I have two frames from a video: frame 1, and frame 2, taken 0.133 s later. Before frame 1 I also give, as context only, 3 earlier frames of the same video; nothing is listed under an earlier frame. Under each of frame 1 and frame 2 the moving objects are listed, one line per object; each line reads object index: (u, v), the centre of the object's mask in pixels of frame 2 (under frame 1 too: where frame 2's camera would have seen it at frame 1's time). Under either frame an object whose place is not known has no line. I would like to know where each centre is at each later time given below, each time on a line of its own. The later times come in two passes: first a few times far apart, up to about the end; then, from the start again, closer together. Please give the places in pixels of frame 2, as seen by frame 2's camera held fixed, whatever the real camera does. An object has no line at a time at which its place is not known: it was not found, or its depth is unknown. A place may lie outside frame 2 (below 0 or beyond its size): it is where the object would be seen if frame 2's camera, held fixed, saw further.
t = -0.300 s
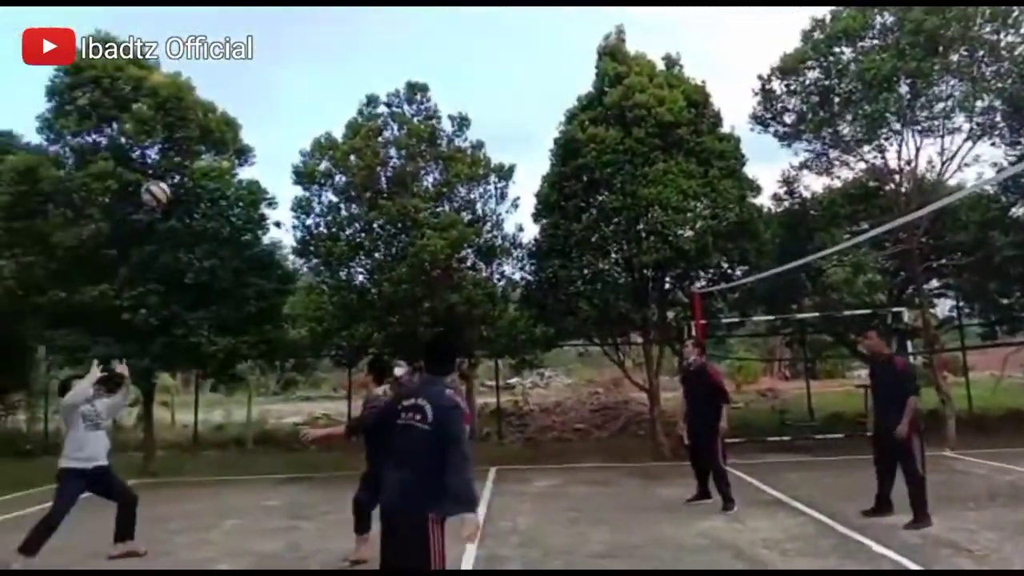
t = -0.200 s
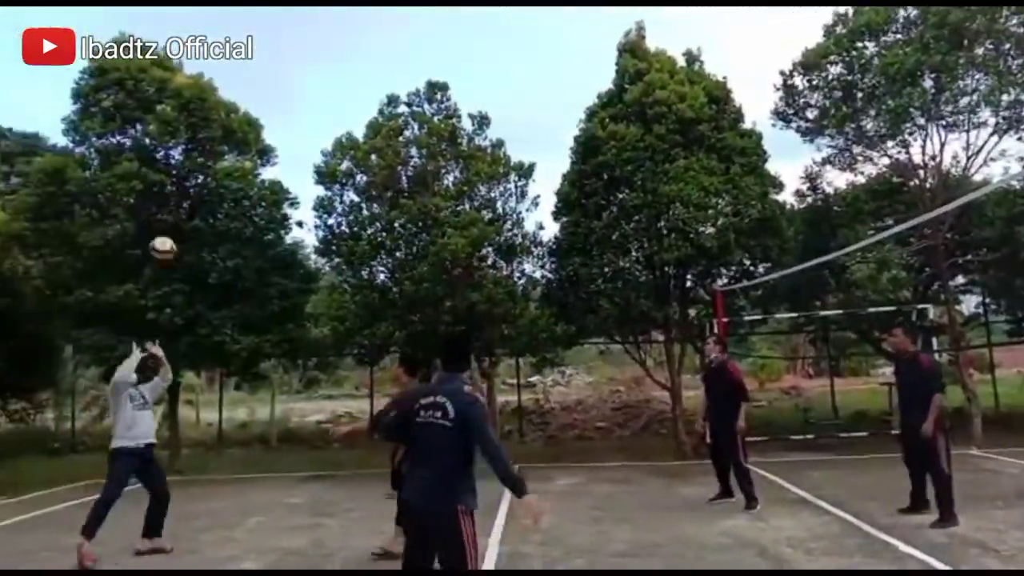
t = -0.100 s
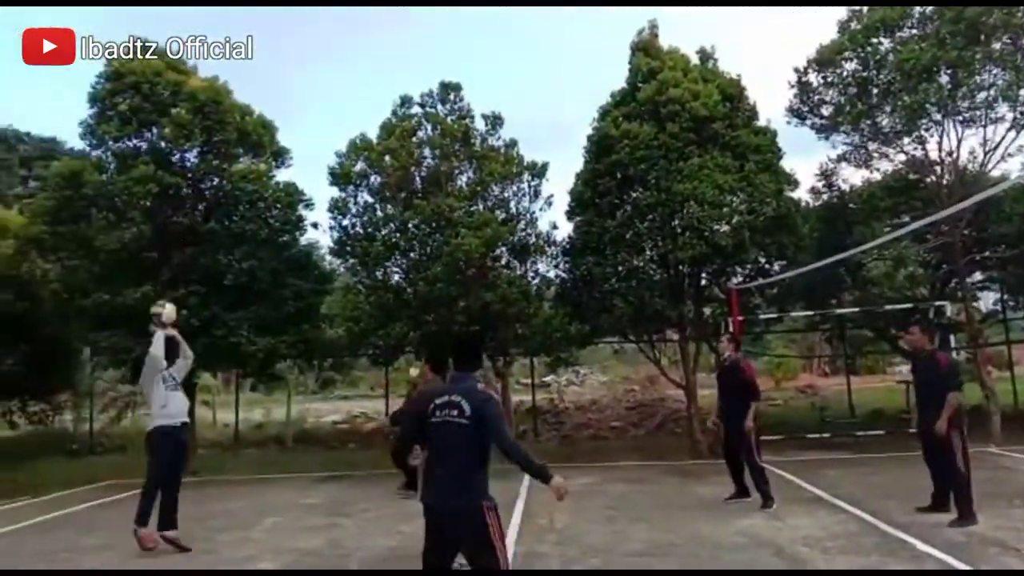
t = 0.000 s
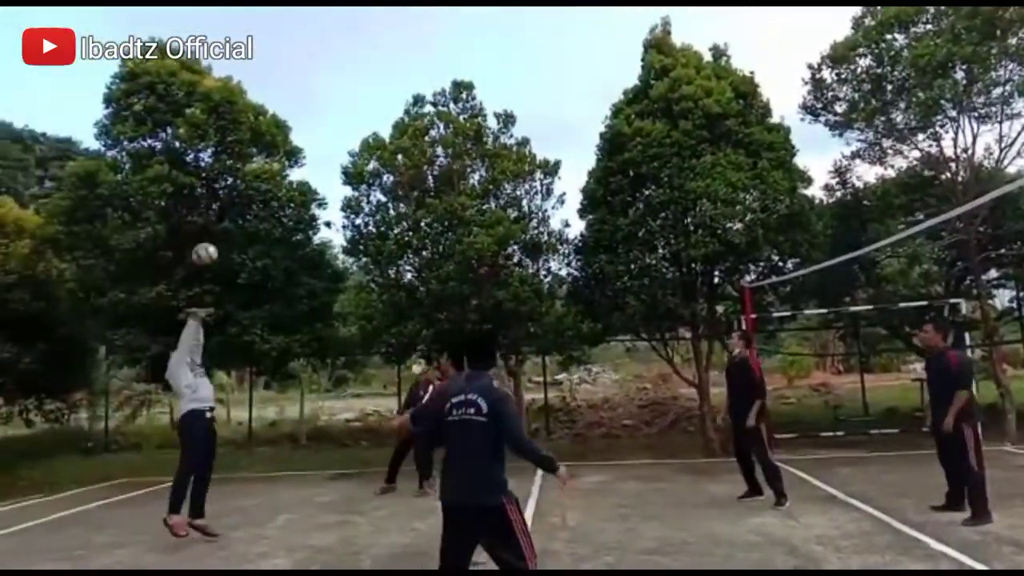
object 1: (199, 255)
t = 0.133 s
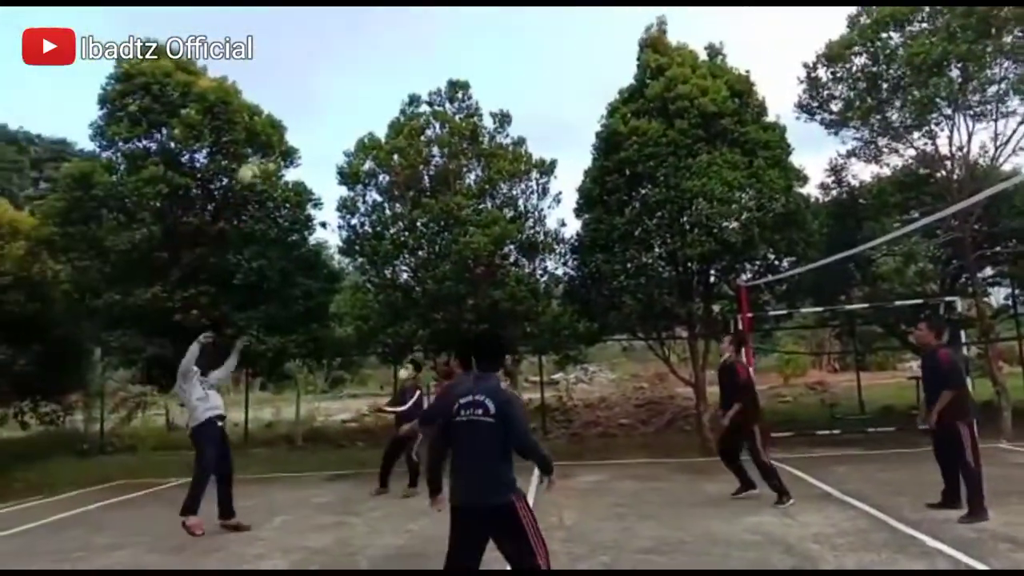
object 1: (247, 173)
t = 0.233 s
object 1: (283, 131)
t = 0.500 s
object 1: (359, 74)
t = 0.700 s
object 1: (408, 76)
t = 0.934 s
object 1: (462, 113)
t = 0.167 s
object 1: (260, 159)
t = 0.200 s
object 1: (271, 147)
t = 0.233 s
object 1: (283, 131)
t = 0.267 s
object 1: (293, 124)
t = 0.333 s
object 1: (314, 104)
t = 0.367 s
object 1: (323, 96)
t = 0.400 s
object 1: (332, 88)
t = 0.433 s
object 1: (340, 82)
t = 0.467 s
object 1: (349, 77)
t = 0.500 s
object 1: (359, 74)
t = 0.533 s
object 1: (368, 72)
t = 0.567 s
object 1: (376, 71)
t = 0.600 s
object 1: (384, 71)
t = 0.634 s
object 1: (393, 72)
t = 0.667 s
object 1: (401, 74)
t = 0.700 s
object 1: (408, 76)
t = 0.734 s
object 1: (416, 78)
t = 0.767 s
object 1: (424, 83)
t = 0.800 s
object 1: (433, 89)
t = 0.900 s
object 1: (456, 105)
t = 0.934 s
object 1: (462, 113)
